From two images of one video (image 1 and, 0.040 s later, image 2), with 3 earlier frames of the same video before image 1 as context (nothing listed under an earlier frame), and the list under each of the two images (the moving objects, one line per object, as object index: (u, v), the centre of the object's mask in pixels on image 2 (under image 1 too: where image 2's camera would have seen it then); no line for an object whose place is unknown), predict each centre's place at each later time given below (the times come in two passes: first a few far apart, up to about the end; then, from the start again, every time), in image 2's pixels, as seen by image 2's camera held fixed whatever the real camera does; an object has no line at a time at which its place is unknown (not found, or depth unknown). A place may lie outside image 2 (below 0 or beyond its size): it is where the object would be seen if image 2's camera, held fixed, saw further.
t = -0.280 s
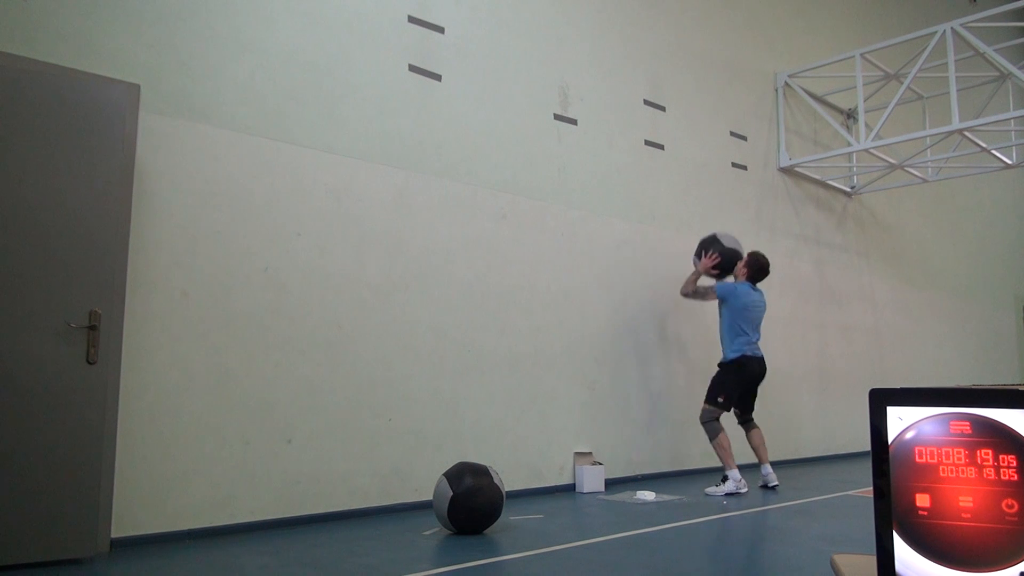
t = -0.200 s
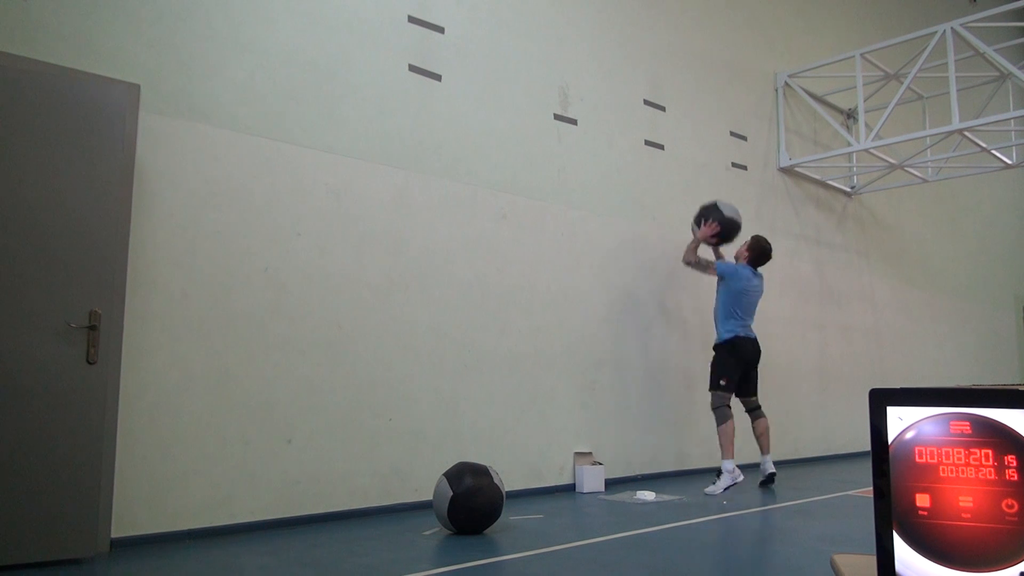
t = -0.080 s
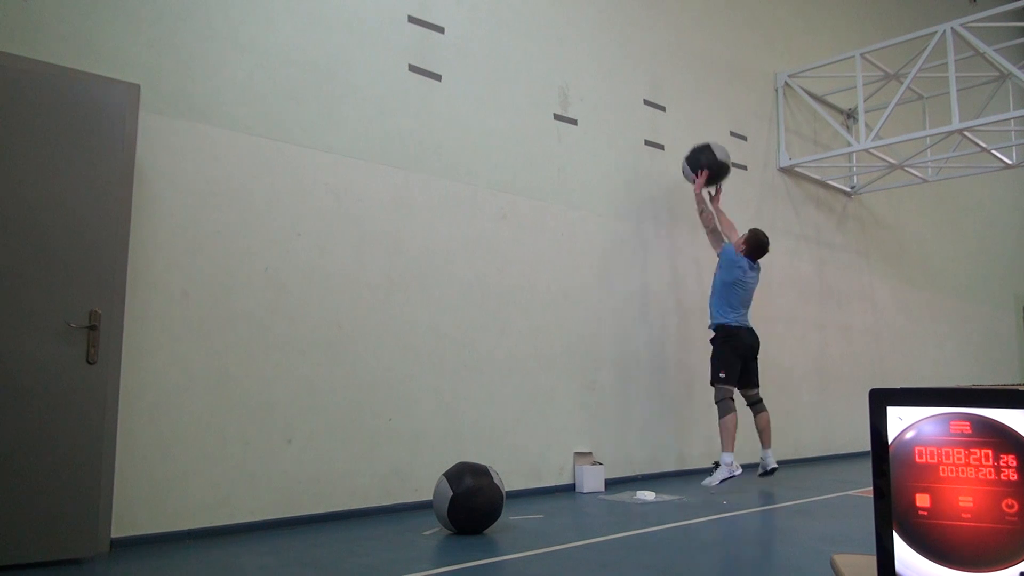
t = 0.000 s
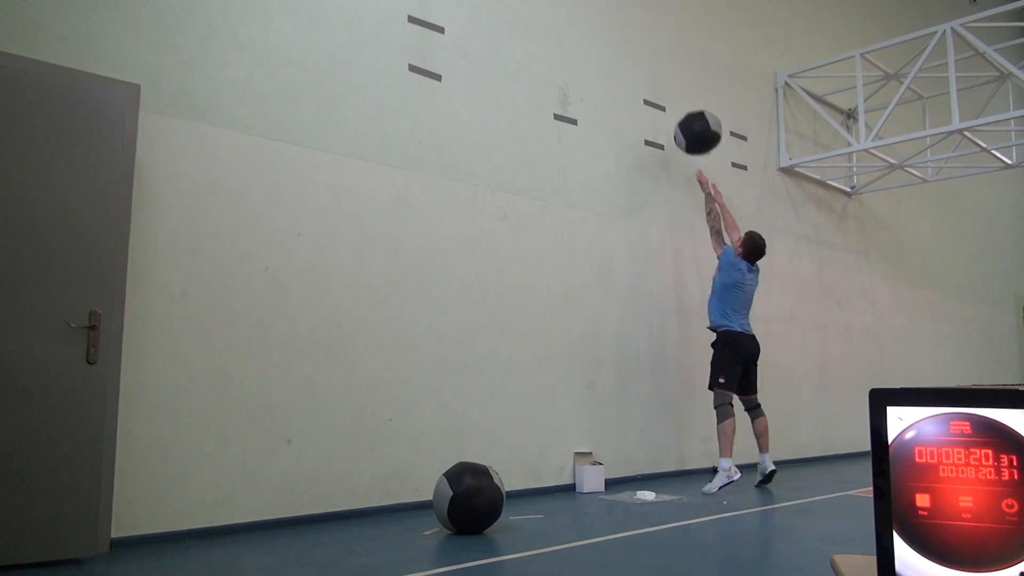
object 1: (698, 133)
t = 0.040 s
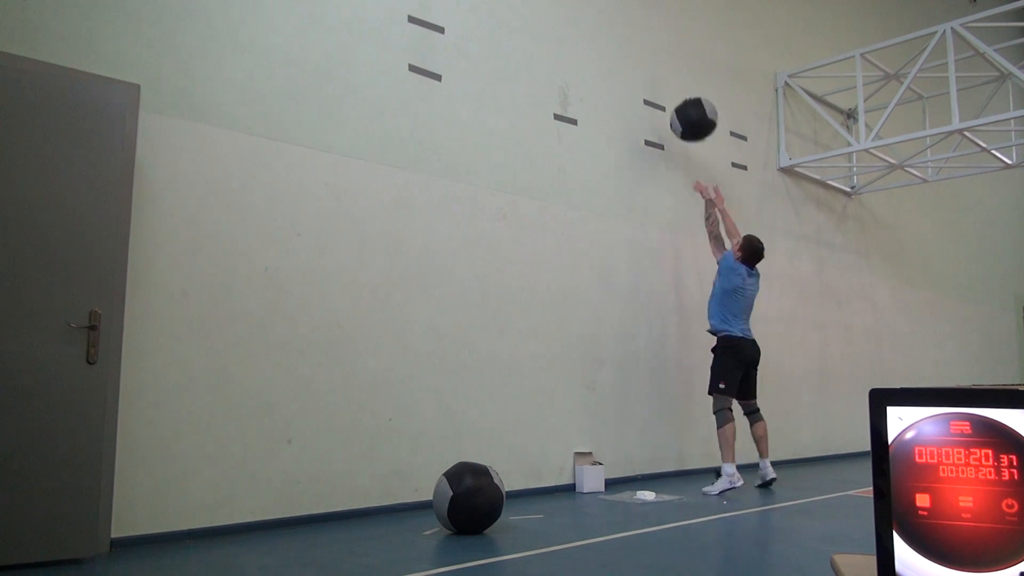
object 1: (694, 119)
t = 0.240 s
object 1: (674, 83)
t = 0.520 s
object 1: (679, 103)
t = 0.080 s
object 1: (690, 108)
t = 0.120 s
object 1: (686, 99)
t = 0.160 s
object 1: (682, 92)
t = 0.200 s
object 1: (678, 87)
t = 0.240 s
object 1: (674, 83)
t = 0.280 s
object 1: (670, 82)
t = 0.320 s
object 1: (667, 82)
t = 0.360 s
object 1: (669, 83)
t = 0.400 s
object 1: (671, 86)
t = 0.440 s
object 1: (674, 89)
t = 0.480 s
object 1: (676, 95)
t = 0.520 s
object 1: (679, 103)
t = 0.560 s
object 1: (682, 113)
